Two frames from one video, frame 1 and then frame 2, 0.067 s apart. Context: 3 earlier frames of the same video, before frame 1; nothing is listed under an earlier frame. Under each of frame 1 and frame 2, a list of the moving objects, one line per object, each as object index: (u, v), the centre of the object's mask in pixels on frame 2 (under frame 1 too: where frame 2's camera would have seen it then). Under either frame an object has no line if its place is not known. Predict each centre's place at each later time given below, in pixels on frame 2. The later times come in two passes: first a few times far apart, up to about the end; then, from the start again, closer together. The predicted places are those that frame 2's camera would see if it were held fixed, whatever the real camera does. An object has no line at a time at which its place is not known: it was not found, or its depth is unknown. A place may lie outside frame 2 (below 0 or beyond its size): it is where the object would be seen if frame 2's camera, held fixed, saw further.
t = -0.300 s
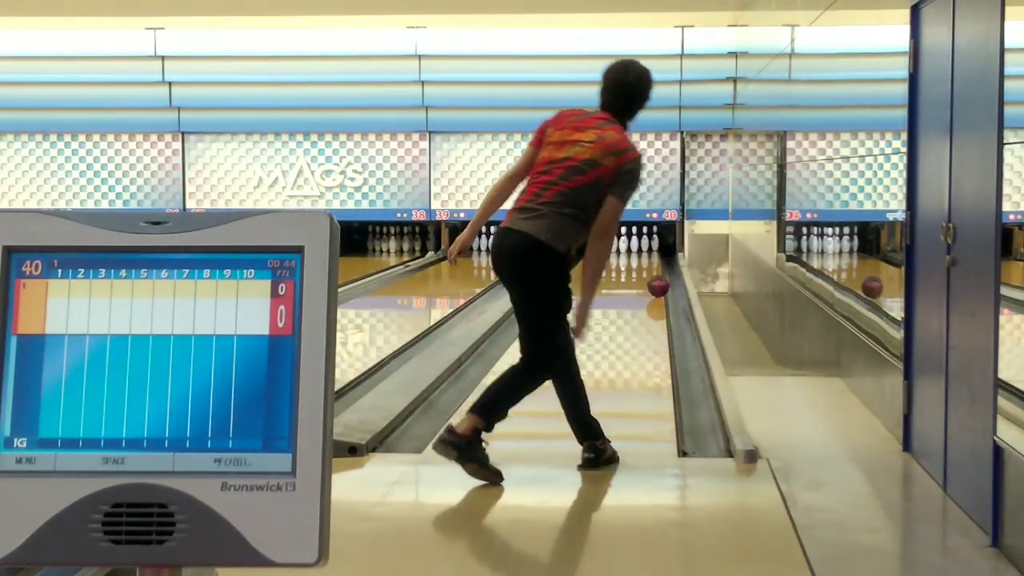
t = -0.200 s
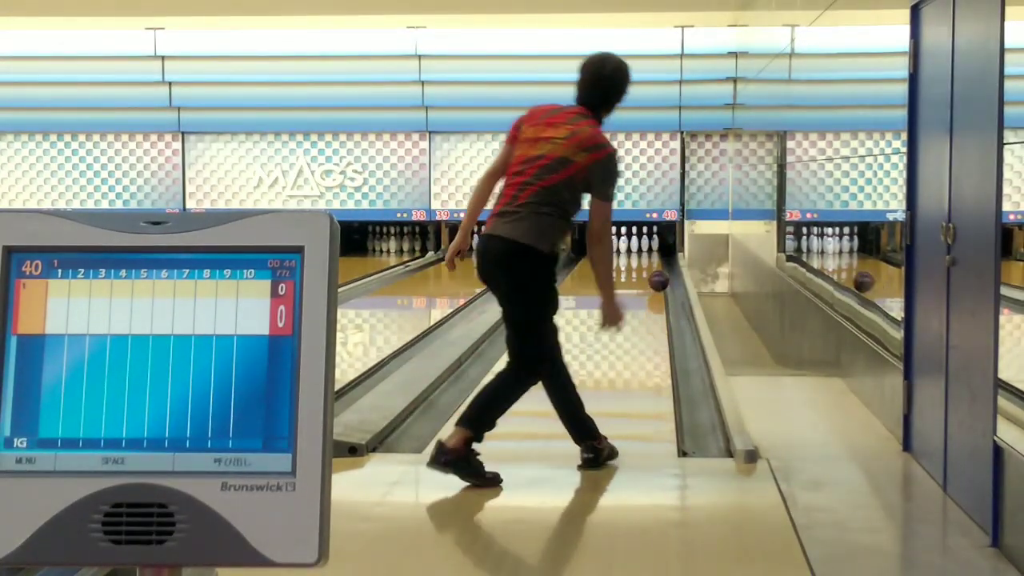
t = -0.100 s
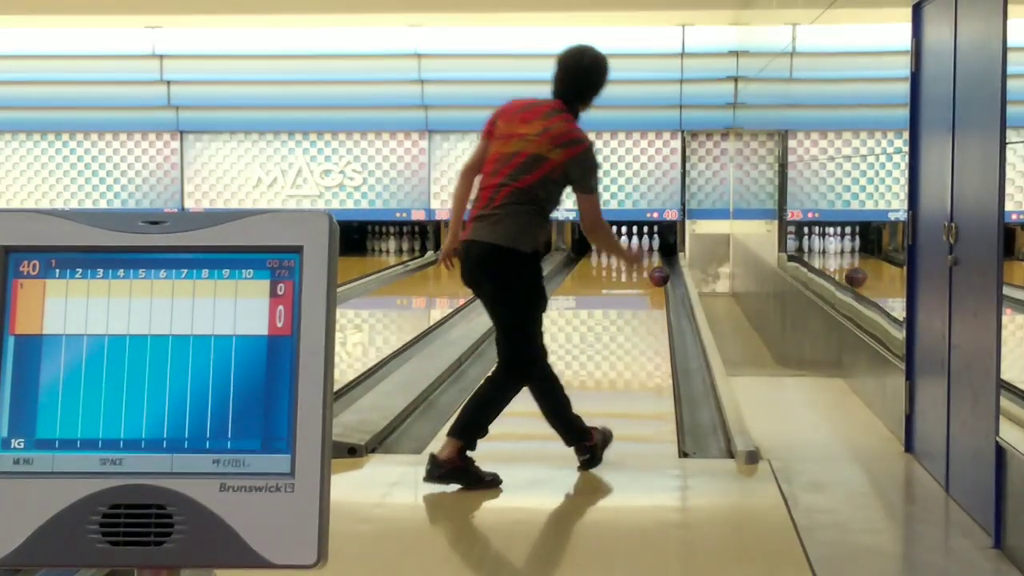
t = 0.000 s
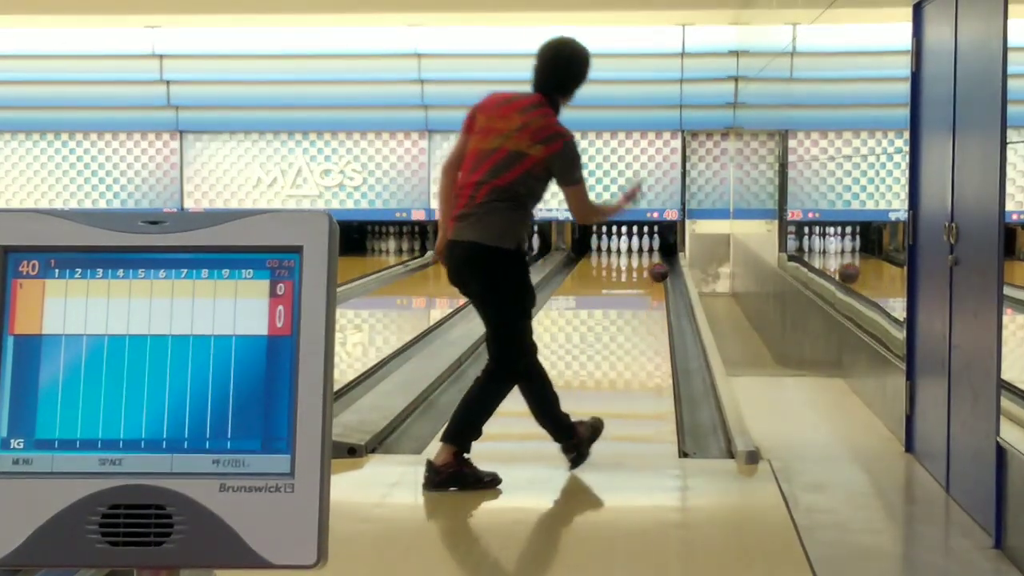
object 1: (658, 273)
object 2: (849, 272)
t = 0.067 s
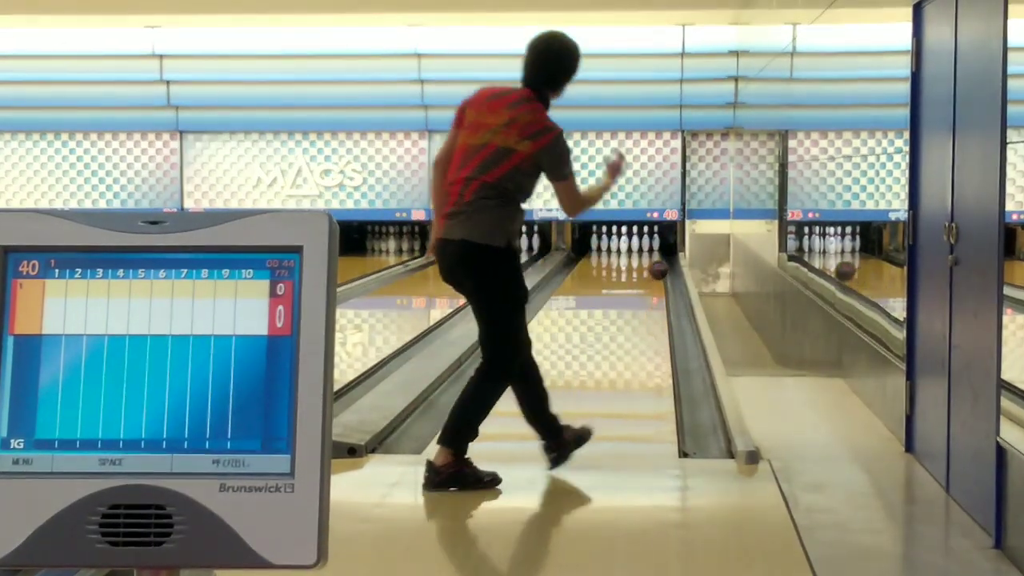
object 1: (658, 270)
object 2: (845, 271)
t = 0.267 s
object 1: (655, 264)
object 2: (834, 264)
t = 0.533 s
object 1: (649, 256)
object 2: (826, 257)
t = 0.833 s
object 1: (640, 250)
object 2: (822, 251)
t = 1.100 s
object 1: (634, 245)
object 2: (820, 246)
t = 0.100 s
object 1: (658, 269)
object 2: (843, 270)
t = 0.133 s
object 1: (658, 268)
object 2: (841, 269)
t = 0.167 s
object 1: (657, 267)
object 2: (838, 267)
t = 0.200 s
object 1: (657, 265)
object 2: (837, 266)
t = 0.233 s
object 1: (656, 264)
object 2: (835, 265)
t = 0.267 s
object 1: (655, 264)
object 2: (834, 264)
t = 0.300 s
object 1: (655, 263)
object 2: (832, 264)
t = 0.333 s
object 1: (654, 262)
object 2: (831, 263)
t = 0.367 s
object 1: (654, 260)
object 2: (830, 262)
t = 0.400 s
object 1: (653, 259)
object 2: (830, 261)
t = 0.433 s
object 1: (652, 259)
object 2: (829, 260)
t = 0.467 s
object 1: (652, 258)
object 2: (828, 259)
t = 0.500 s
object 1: (650, 257)
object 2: (827, 258)
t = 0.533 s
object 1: (649, 256)
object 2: (826, 257)
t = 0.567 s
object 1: (649, 255)
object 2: (826, 256)
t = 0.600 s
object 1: (648, 255)
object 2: (825, 255)
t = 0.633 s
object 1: (647, 254)
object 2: (824, 255)
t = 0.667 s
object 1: (646, 253)
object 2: (823, 254)
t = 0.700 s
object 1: (645, 253)
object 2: (823, 253)
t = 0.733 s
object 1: (644, 252)
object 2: (822, 253)
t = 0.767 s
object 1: (643, 251)
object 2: (822, 252)
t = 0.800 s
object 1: (642, 250)
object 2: (821, 251)
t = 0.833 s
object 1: (640, 250)
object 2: (822, 251)
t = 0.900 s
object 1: (638, 249)
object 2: (821, 249)
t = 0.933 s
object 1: (637, 248)
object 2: (821, 249)
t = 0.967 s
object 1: (636, 247)
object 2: (821, 248)
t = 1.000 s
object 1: (635, 246)
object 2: (821, 248)
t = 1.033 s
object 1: (634, 246)
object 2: (821, 247)
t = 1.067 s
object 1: (634, 246)
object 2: (821, 246)
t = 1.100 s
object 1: (634, 245)
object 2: (820, 246)
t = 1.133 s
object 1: (634, 245)
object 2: (818, 245)
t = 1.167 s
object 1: (634, 245)
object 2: (816, 245)
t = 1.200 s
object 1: (634, 244)
